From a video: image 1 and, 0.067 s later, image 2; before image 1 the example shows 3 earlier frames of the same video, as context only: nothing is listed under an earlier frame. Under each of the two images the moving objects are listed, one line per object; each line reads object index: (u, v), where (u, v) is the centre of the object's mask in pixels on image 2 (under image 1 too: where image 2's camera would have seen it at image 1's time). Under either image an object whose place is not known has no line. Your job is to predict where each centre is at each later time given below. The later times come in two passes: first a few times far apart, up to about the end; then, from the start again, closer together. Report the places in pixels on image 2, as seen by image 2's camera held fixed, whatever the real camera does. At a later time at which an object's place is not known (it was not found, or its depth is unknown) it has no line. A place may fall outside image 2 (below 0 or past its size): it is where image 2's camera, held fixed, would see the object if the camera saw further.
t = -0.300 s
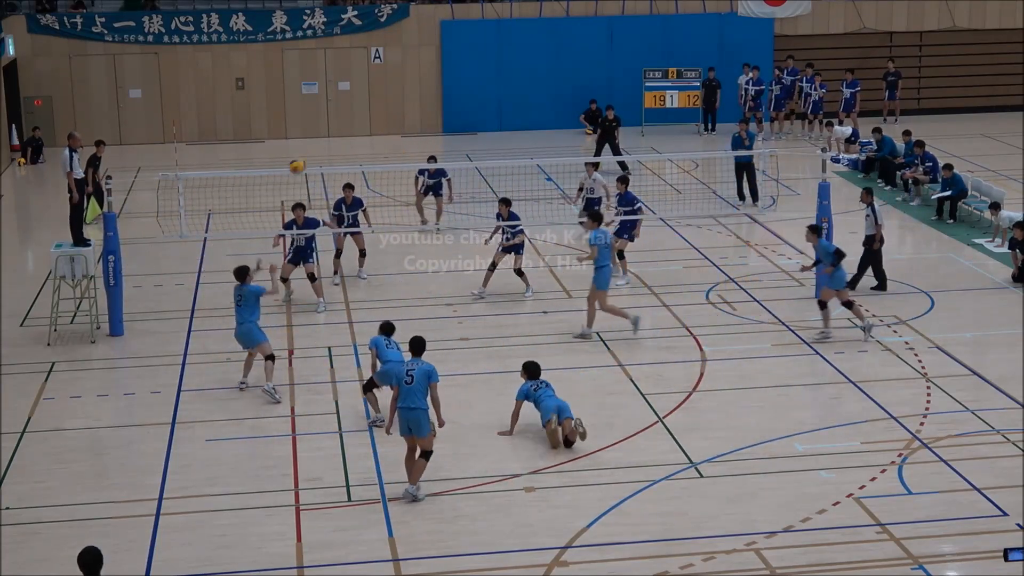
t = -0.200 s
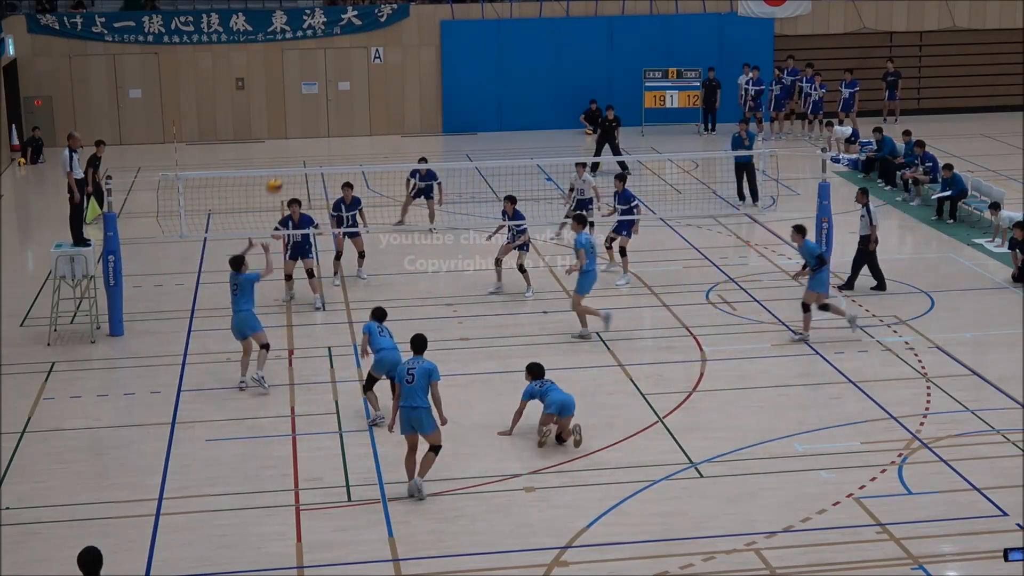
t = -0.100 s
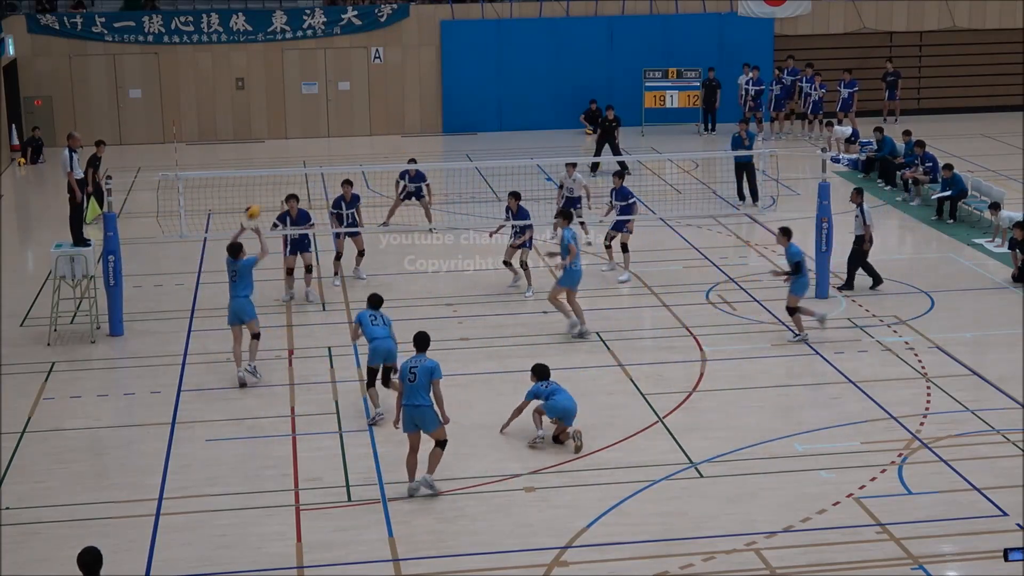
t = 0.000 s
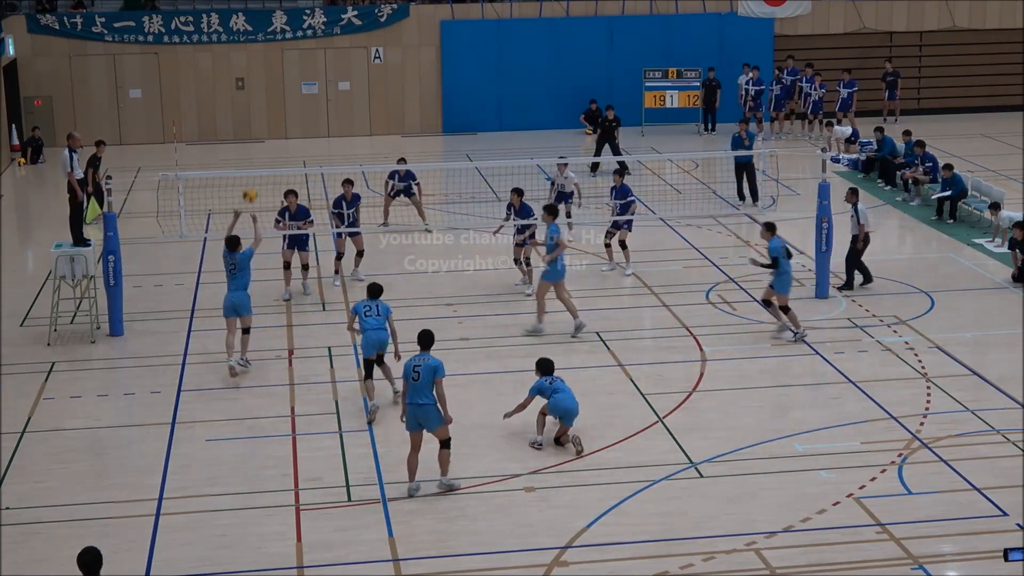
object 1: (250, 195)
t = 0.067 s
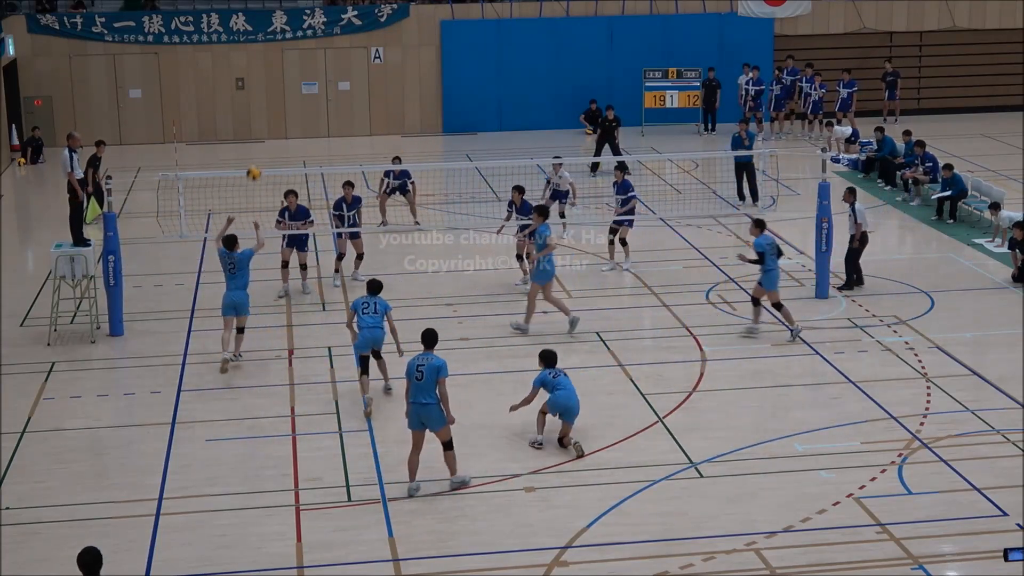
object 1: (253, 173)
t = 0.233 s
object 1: (262, 135)
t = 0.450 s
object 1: (273, 117)
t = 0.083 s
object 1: (255, 169)
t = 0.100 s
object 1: (255, 164)
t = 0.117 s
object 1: (256, 159)
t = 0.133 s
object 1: (257, 155)
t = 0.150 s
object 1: (258, 152)
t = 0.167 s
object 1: (259, 147)
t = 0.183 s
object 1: (260, 144)
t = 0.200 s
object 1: (261, 141)
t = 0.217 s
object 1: (262, 138)
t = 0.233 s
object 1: (262, 135)
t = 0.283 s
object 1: (265, 128)
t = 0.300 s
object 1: (265, 126)
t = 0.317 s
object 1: (266, 124)
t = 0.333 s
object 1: (267, 123)
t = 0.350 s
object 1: (268, 122)
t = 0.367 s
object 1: (269, 120)
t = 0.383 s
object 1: (270, 119)
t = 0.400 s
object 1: (270, 118)
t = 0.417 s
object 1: (271, 118)
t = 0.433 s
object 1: (272, 118)
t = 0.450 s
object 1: (273, 117)
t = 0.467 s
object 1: (273, 117)
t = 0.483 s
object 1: (274, 117)
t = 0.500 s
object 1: (275, 118)
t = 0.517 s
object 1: (277, 118)
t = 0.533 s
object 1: (277, 119)
